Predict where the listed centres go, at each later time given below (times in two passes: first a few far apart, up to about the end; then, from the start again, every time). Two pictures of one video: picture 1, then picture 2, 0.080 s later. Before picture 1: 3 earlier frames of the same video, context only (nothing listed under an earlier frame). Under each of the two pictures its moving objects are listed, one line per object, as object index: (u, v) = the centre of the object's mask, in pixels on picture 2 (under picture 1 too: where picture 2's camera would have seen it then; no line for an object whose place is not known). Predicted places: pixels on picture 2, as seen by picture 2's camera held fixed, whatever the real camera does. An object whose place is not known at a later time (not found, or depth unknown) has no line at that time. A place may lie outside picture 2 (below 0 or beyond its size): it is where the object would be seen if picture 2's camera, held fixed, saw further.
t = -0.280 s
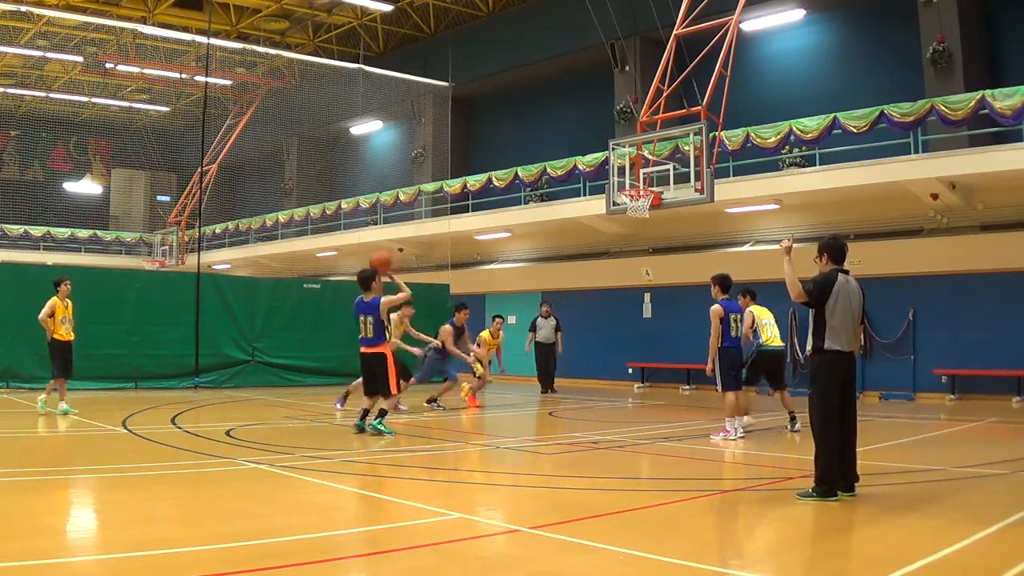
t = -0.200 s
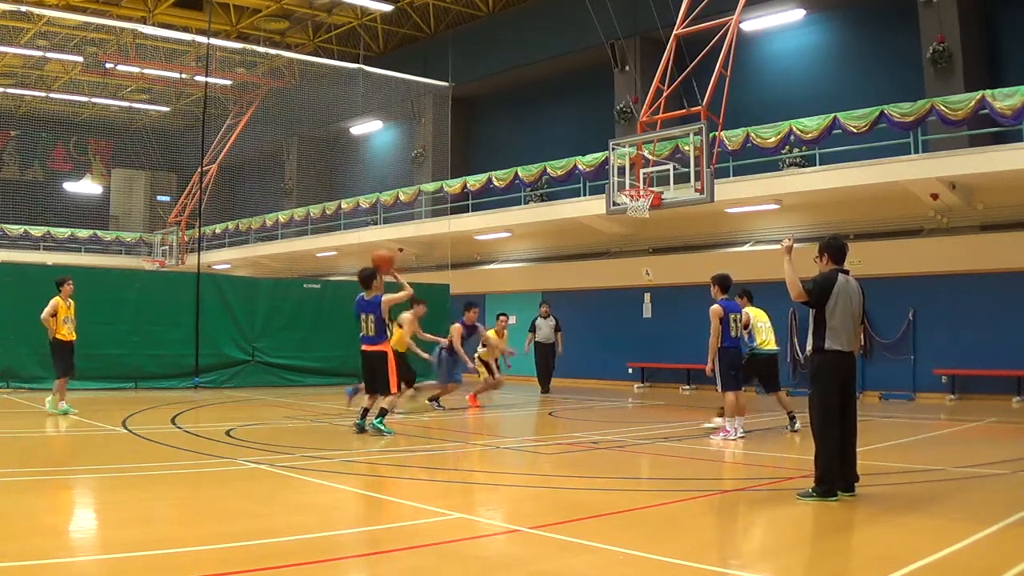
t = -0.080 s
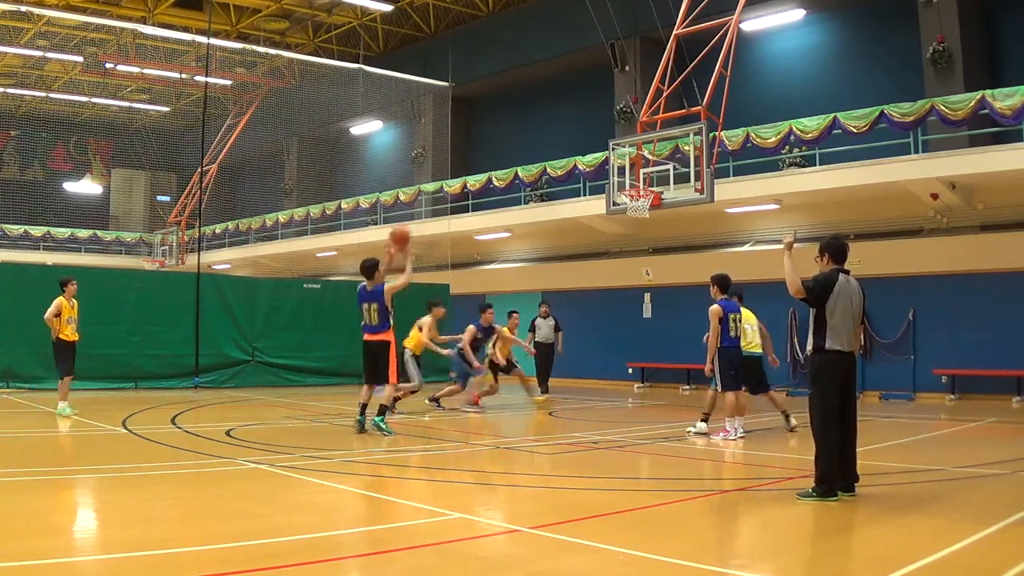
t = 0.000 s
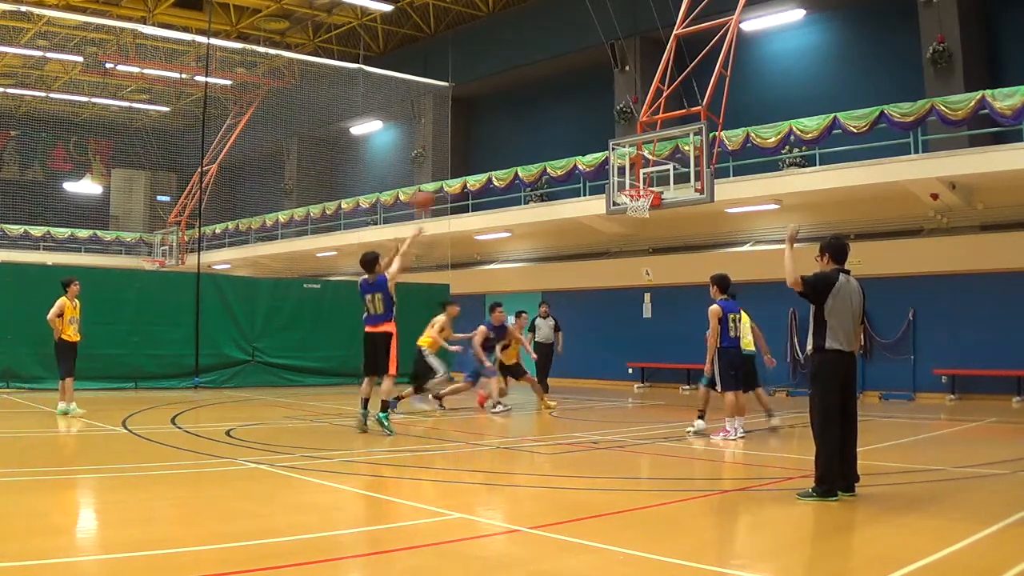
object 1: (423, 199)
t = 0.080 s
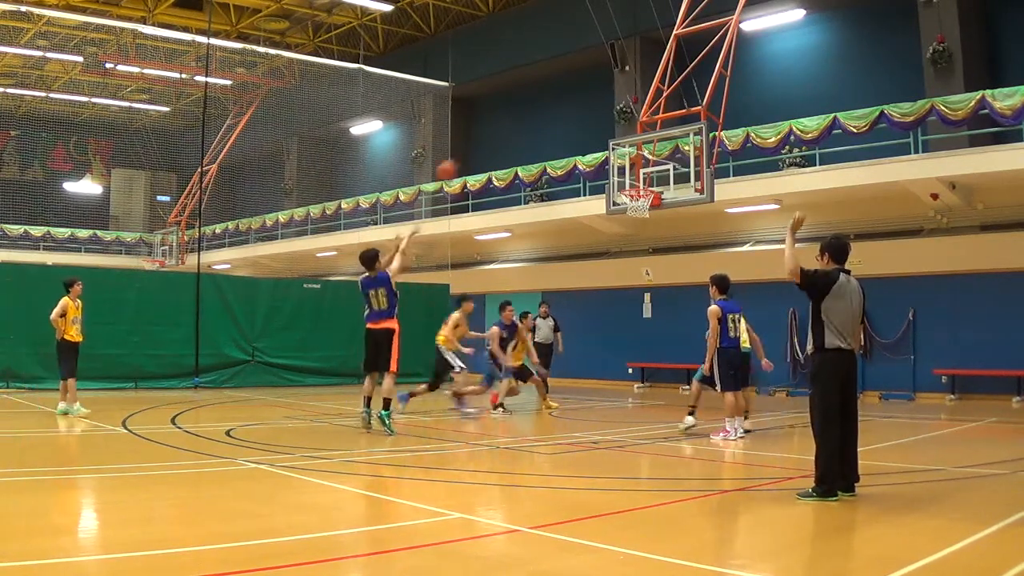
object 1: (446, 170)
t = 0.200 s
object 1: (481, 138)
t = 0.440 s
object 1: (542, 114)
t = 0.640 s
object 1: (588, 126)
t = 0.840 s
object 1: (634, 164)
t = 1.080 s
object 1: (645, 182)
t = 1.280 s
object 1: (652, 175)
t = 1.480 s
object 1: (659, 181)
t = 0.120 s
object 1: (459, 158)
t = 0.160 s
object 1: (470, 148)
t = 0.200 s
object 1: (481, 138)
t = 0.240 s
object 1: (492, 131)
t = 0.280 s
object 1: (502, 125)
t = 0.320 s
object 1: (513, 120)
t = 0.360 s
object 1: (523, 117)
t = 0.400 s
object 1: (533, 114)
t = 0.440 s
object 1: (542, 114)
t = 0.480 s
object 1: (552, 114)
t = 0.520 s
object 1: (561, 115)
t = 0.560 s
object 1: (571, 117)
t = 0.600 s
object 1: (579, 121)
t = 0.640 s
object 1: (588, 126)
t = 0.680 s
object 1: (597, 131)
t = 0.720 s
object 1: (604, 138)
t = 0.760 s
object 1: (613, 145)
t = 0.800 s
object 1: (621, 157)
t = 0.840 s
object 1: (634, 164)
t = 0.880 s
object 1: (637, 176)
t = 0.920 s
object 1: (646, 185)
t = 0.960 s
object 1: (635, 185)
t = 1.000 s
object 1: (633, 185)
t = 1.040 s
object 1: (636, 184)
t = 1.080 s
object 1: (645, 182)
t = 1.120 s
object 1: (647, 181)
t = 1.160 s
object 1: (648, 179)
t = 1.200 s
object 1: (650, 177)
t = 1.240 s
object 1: (651, 175)
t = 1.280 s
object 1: (652, 175)
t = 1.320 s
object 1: (653, 174)
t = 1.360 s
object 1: (655, 177)
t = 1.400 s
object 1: (655, 178)
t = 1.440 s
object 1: (657, 182)
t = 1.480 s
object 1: (659, 181)
